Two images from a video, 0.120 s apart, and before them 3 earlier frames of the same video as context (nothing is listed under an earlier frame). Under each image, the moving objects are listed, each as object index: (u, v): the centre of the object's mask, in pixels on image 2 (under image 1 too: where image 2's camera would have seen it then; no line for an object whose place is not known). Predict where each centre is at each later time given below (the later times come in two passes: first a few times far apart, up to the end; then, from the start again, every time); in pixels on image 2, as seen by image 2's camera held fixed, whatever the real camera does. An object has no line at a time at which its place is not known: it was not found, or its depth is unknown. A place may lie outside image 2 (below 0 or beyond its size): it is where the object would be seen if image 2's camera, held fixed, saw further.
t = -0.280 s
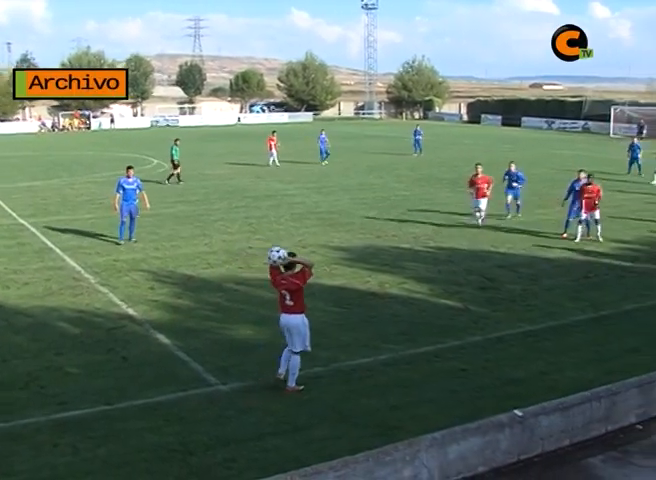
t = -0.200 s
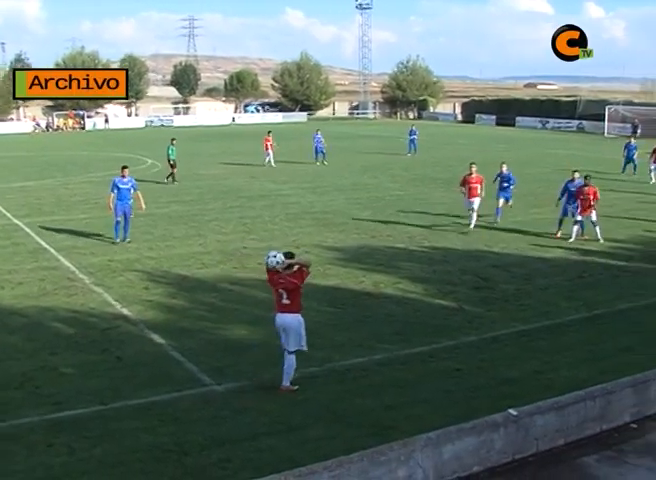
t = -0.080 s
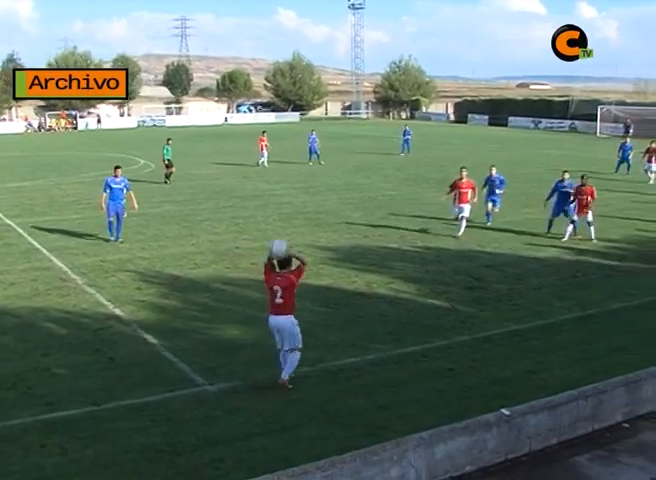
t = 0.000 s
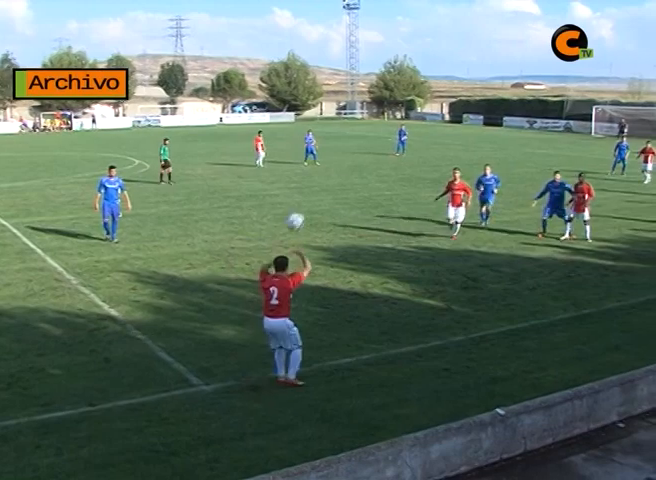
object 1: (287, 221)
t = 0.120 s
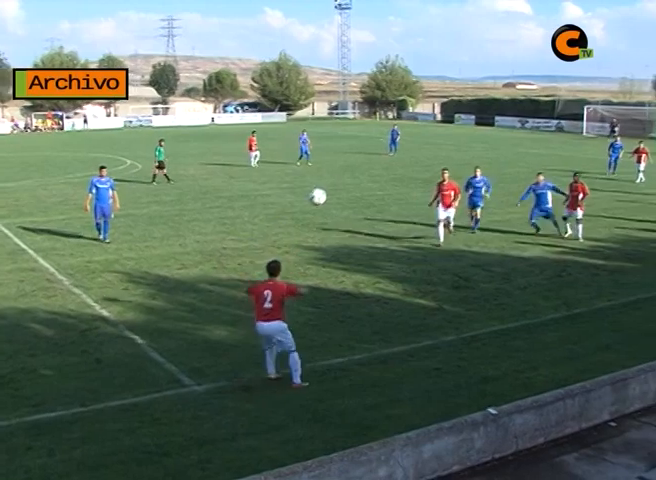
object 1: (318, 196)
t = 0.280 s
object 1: (350, 185)
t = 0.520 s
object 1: (388, 199)
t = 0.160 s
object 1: (327, 191)
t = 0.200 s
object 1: (335, 187)
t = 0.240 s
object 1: (342, 185)
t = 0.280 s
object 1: (350, 185)
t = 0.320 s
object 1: (357, 185)
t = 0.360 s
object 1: (364, 186)
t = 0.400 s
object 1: (370, 188)
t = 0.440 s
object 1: (376, 191)
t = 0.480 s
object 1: (382, 195)
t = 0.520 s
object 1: (388, 199)
